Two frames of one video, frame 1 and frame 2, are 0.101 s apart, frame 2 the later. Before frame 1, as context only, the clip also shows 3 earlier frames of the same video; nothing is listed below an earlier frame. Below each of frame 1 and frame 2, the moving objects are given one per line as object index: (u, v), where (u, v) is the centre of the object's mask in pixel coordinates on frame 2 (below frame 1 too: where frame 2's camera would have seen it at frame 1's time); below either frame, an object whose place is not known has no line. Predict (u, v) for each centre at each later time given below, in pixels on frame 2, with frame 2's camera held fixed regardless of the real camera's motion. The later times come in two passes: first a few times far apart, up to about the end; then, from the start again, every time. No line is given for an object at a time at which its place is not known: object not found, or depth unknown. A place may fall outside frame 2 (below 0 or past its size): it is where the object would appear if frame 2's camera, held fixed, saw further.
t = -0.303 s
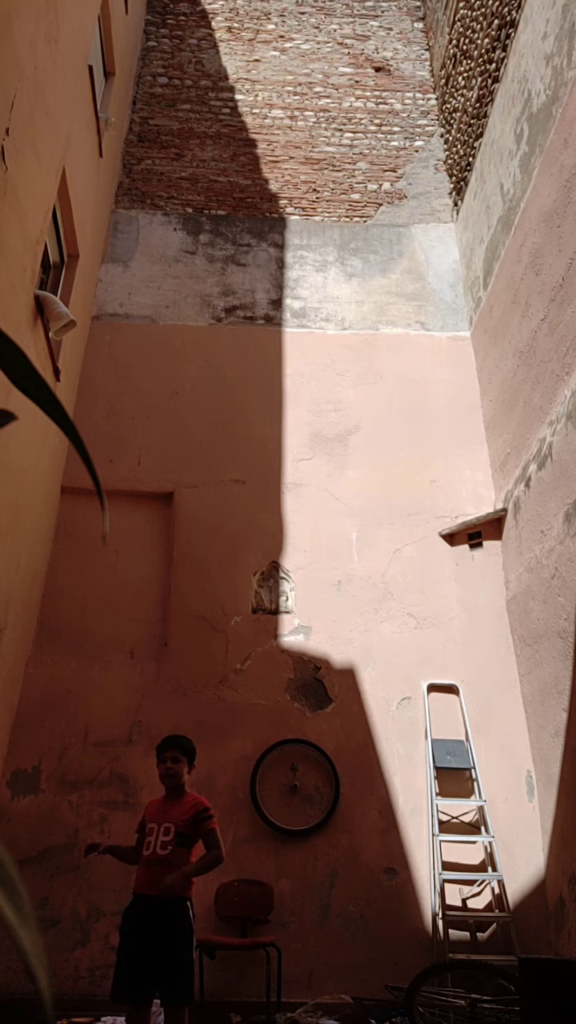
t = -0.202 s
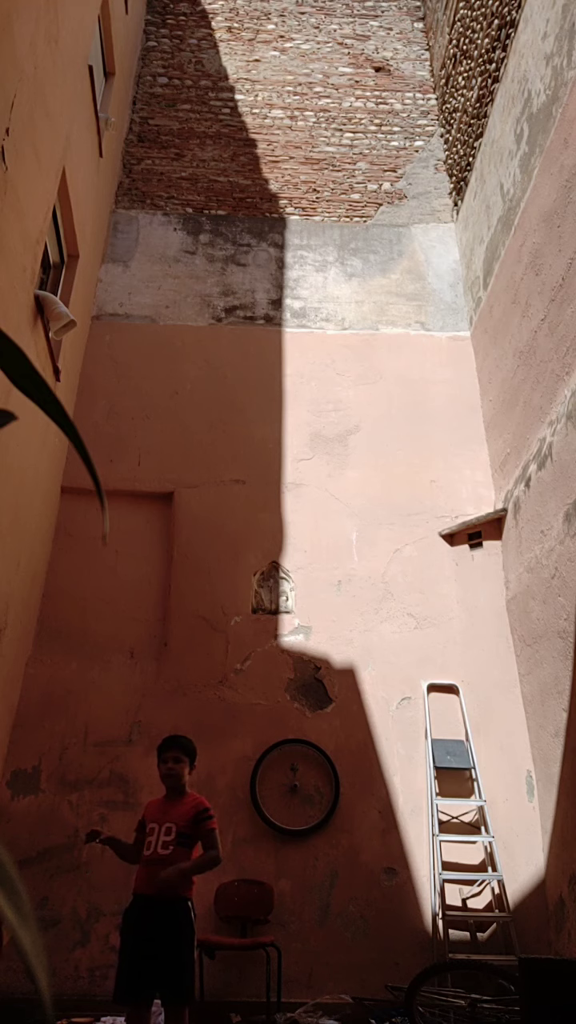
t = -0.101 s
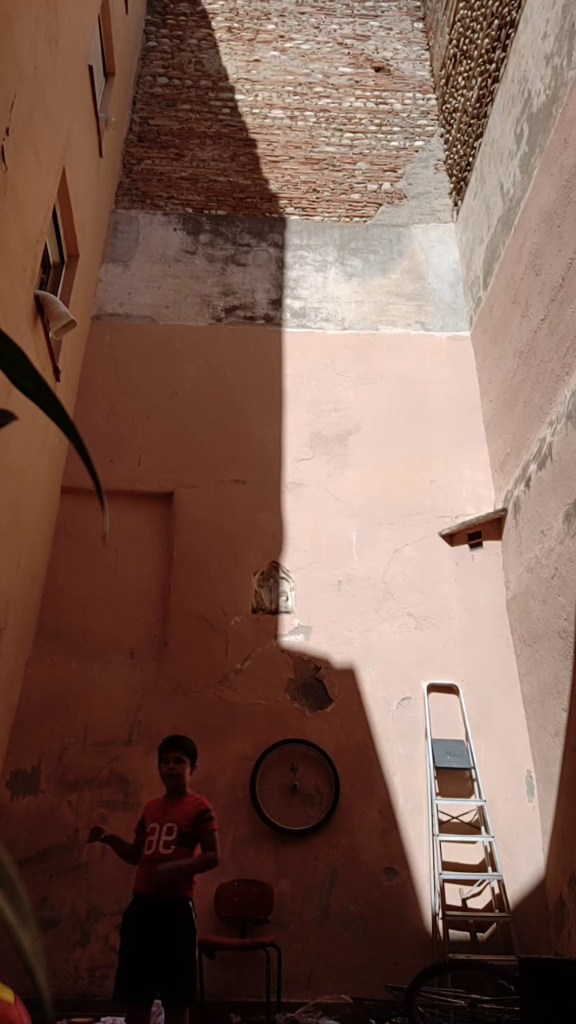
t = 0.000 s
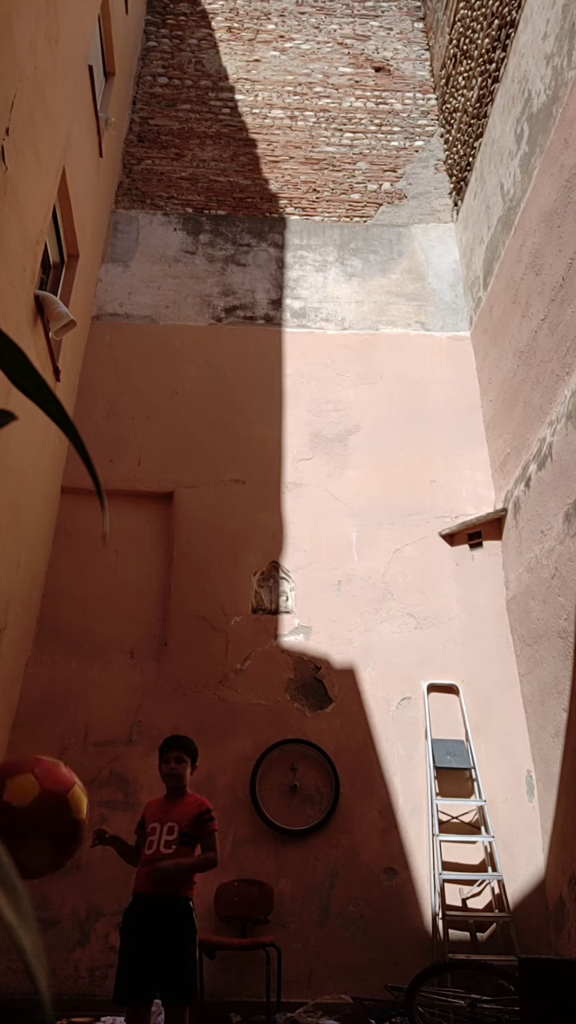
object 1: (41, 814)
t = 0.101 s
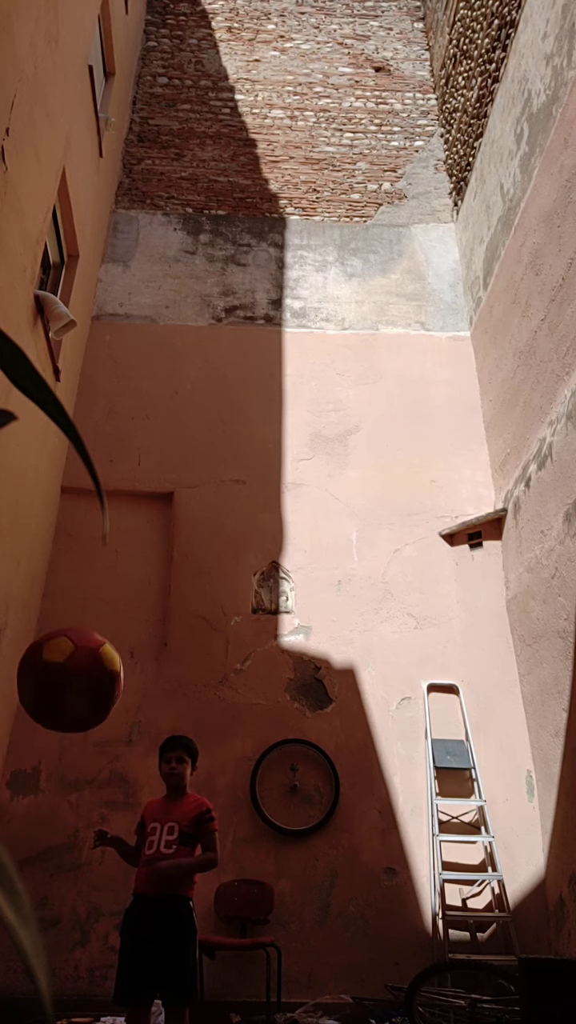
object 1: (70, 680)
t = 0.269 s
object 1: (111, 587)
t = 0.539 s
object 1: (138, 682)
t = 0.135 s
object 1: (80, 650)
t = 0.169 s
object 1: (90, 626)
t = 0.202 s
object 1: (98, 608)
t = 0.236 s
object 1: (105, 595)
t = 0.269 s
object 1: (111, 587)
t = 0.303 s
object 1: (117, 583)
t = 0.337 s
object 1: (122, 584)
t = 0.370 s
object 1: (126, 589)
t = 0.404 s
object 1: (129, 598)
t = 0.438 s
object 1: (132, 612)
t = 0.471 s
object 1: (134, 630)
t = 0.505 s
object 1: (136, 653)
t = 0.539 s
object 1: (138, 682)
